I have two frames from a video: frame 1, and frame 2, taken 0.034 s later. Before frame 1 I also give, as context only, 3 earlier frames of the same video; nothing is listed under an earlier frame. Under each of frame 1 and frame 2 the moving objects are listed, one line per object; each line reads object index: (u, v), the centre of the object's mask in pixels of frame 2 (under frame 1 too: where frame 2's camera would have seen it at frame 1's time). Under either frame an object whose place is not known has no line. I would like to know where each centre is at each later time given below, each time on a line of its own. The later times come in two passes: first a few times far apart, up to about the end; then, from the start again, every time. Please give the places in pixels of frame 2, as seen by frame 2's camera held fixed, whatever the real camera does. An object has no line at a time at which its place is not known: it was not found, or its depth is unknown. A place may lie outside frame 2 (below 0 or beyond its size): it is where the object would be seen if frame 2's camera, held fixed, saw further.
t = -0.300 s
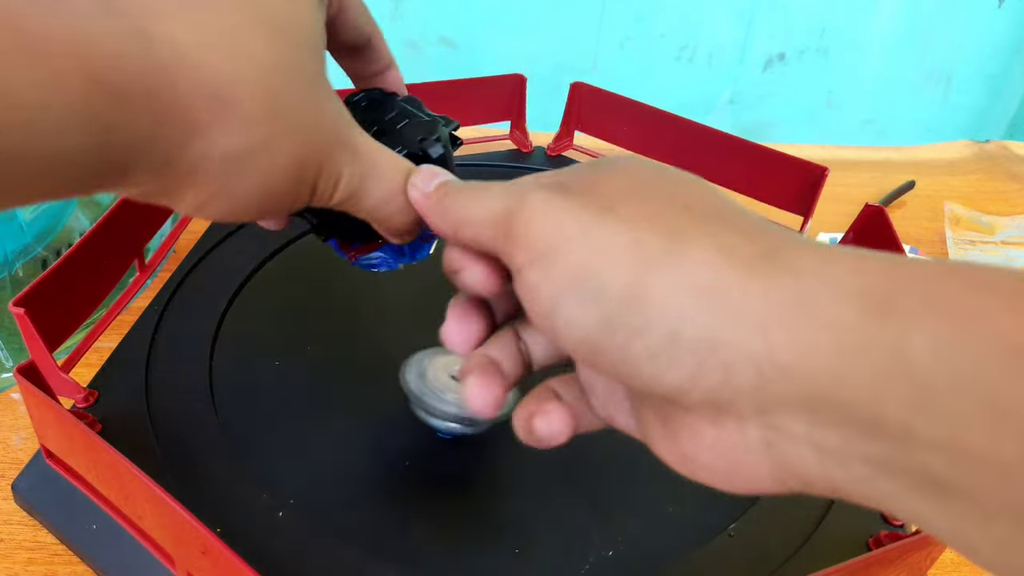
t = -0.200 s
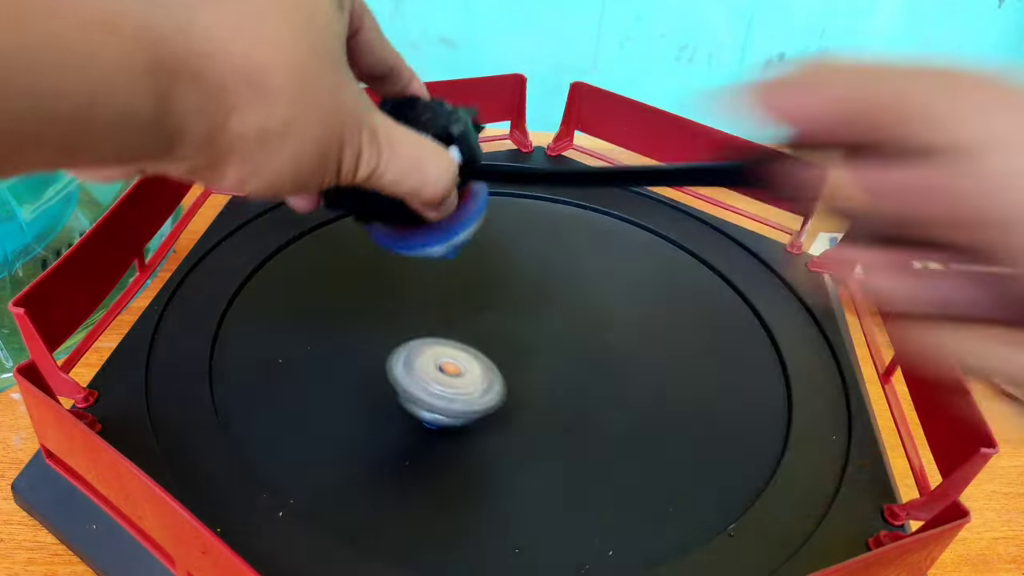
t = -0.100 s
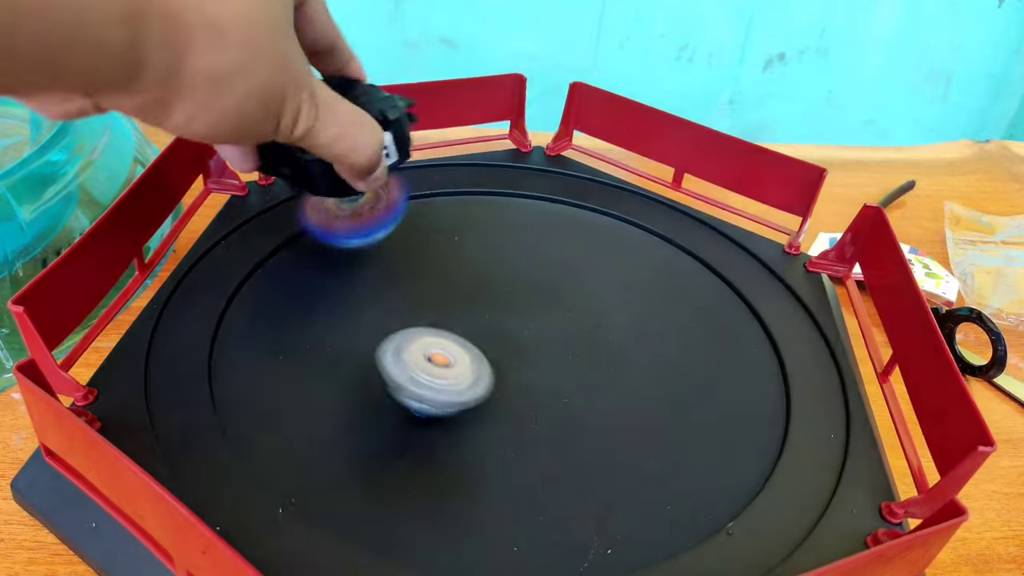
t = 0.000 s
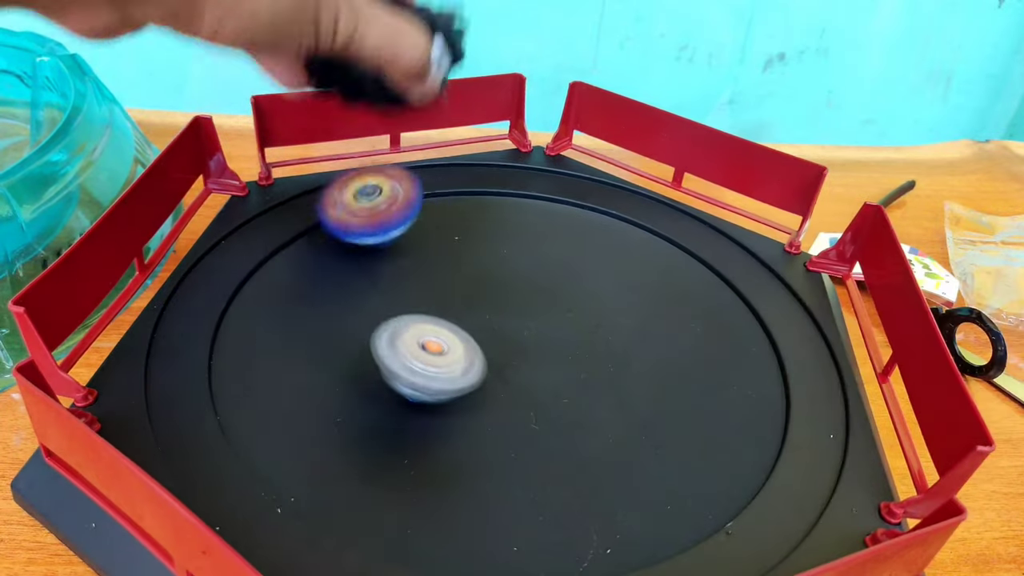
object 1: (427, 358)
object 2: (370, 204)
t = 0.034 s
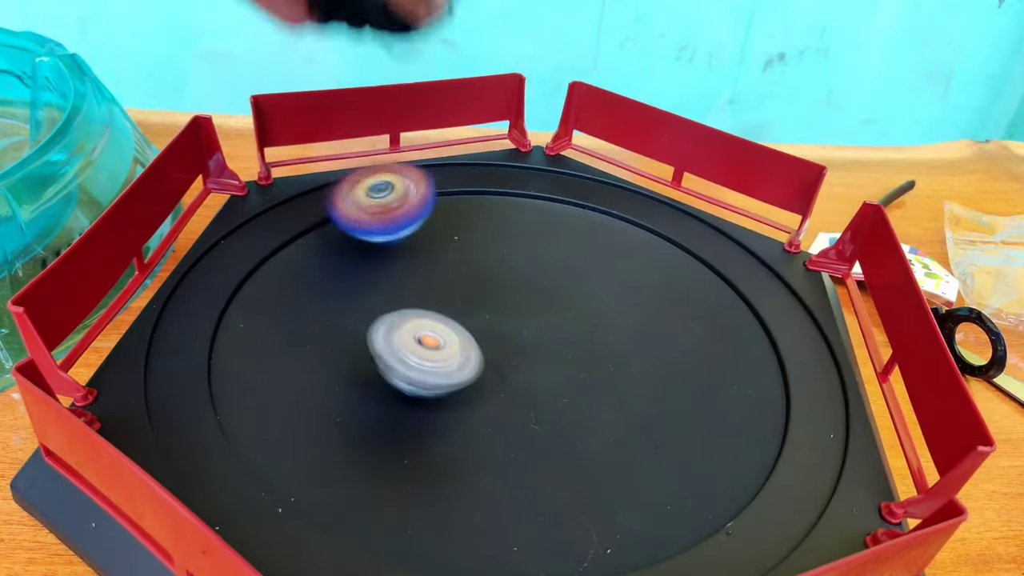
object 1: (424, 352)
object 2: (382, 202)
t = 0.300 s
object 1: (341, 320)
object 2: (649, 305)
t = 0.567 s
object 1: (398, 300)
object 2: (666, 352)
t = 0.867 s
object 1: (454, 234)
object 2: (500, 380)
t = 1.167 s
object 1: (453, 244)
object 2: (573, 443)
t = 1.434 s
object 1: (498, 275)
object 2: (575, 387)
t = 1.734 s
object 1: (587, 306)
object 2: (443, 383)
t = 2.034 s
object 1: (628, 342)
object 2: (416, 404)
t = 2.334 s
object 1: (619, 371)
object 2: (484, 381)
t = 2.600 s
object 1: (583, 389)
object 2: (396, 269)
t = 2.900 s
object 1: (530, 403)
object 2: (350, 317)
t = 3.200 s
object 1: (512, 415)
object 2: (436, 304)
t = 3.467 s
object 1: (471, 388)
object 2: (468, 273)
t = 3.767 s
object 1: (422, 365)
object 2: (525, 273)
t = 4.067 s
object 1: (431, 340)
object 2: (539, 294)
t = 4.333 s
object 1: (422, 319)
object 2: (653, 318)
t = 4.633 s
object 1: (466, 310)
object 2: (584, 327)
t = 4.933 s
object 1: (394, 269)
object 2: (677, 394)
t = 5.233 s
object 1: (440, 304)
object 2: (504, 379)
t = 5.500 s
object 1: (469, 319)
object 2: (415, 405)
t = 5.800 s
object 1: (509, 329)
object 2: (408, 403)
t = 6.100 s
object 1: (624, 329)
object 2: (308, 351)
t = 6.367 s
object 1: (690, 306)
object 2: (316, 336)
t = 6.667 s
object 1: (633, 310)
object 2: (493, 308)
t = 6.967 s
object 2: (480, 261)
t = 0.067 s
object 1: (421, 347)
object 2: (397, 216)
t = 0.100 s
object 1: (418, 340)
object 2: (414, 232)
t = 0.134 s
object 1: (415, 333)
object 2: (437, 249)
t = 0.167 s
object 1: (397, 317)
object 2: (479, 250)
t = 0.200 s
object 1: (377, 310)
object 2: (527, 263)
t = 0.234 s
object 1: (355, 324)
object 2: (571, 283)
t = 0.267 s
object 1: (346, 319)
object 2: (613, 295)
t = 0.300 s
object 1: (341, 320)
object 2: (649, 305)
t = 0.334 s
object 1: (347, 317)
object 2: (679, 313)
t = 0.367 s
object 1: (355, 313)
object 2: (702, 320)
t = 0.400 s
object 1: (364, 310)
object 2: (716, 326)
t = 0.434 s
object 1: (372, 307)
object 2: (720, 332)
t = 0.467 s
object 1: (379, 306)
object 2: (716, 339)
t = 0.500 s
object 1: (384, 306)
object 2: (704, 345)
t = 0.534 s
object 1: (390, 304)
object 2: (687, 348)
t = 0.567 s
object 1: (398, 300)
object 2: (666, 352)
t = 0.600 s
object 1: (408, 297)
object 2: (641, 352)
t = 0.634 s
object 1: (418, 293)
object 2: (615, 351)
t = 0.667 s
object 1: (427, 288)
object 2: (588, 346)
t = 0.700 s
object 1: (434, 284)
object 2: (561, 343)
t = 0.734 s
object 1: (443, 280)
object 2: (538, 334)
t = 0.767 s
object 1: (451, 273)
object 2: (518, 337)
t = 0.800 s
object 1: (452, 256)
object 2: (510, 348)
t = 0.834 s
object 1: (453, 242)
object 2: (504, 363)
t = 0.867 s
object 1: (454, 234)
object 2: (500, 380)
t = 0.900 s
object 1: (453, 229)
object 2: (502, 391)
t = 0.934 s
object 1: (453, 227)
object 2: (504, 409)
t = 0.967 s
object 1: (452, 228)
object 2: (509, 421)
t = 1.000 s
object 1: (450, 229)
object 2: (517, 427)
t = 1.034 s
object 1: (450, 231)
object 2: (525, 436)
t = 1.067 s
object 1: (450, 233)
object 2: (537, 439)
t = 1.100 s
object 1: (450, 237)
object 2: (548, 443)
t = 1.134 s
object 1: (452, 240)
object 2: (560, 444)
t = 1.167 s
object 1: (453, 244)
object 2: (573, 443)
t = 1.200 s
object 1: (456, 249)
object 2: (583, 439)
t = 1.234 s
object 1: (460, 253)
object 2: (593, 431)
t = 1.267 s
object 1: (464, 258)
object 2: (598, 424)
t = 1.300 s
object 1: (469, 262)
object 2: (600, 415)
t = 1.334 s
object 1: (475, 265)
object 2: (599, 407)
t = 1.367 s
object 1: (481, 269)
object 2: (594, 399)
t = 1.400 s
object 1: (490, 272)
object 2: (586, 393)
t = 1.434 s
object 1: (498, 275)
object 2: (575, 387)
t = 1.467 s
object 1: (508, 278)
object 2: (561, 382)
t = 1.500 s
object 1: (520, 282)
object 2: (546, 378)
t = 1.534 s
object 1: (531, 285)
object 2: (530, 376)
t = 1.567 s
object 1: (541, 287)
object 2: (515, 376)
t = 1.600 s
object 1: (551, 290)
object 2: (499, 376)
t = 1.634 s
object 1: (559, 294)
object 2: (483, 376)
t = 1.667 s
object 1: (569, 298)
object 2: (467, 378)
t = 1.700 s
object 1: (578, 302)
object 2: (455, 379)
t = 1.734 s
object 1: (587, 306)
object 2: (443, 383)
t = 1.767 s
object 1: (595, 310)
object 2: (434, 385)
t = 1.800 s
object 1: (602, 315)
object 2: (425, 389)
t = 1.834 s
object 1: (608, 320)
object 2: (419, 392)
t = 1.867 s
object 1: (614, 325)
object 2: (415, 394)
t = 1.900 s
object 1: (619, 330)
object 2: (413, 396)
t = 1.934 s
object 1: (623, 333)
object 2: (412, 398)
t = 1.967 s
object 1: (624, 336)
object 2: (410, 400)
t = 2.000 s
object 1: (626, 339)
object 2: (414, 403)
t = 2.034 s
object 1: (628, 342)
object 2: (416, 404)
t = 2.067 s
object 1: (629, 345)
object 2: (422, 408)
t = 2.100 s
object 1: (629, 350)
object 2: (430, 410)
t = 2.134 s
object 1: (629, 354)
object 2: (439, 413)
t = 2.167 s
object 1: (629, 358)
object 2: (452, 414)
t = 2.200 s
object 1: (628, 362)
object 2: (467, 415)
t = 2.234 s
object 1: (627, 365)
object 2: (475, 411)
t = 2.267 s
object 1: (626, 367)
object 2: (481, 405)
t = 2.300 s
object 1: (623, 369)
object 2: (486, 395)
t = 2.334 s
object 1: (619, 371)
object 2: (484, 381)
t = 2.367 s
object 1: (614, 373)
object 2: (479, 367)
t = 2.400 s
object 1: (610, 375)
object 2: (473, 352)
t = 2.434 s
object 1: (606, 377)
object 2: (465, 337)
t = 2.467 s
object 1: (601, 379)
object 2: (454, 322)
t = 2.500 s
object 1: (596, 382)
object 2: (442, 306)
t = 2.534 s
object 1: (592, 384)
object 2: (427, 292)
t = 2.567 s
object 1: (587, 386)
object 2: (411, 279)
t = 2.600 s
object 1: (583, 389)
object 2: (396, 269)
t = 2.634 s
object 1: (578, 391)
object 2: (382, 261)
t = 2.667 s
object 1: (573, 392)
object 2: (369, 256)
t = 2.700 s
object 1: (568, 394)
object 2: (358, 256)
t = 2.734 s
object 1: (561, 396)
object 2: (349, 260)
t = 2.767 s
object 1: (555, 398)
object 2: (341, 267)
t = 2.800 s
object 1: (549, 400)
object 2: (337, 276)
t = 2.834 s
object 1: (543, 401)
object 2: (335, 290)
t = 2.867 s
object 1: (537, 403)
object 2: (341, 304)
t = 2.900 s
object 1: (530, 403)
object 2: (350, 317)
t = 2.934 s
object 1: (523, 404)
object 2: (365, 329)
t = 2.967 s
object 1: (515, 404)
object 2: (382, 340)
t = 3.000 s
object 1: (510, 405)
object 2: (400, 348)
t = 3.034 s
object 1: (518, 411)
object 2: (405, 344)
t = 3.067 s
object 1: (523, 417)
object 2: (410, 337)
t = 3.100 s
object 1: (523, 419)
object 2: (416, 328)
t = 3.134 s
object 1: (521, 419)
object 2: (422, 320)
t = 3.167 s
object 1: (517, 418)
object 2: (429, 312)
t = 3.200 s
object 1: (512, 415)
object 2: (436, 304)
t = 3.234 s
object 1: (507, 412)
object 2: (443, 296)
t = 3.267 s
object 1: (502, 409)
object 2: (449, 289)
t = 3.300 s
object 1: (497, 406)
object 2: (453, 283)
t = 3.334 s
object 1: (491, 402)
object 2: (457, 277)
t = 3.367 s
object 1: (486, 399)
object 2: (461, 274)
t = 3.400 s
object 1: (481, 395)
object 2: (463, 272)
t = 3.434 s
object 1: (476, 392)
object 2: (465, 272)
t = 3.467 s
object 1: (471, 388)
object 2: (468, 273)
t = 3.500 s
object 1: (466, 384)
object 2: (470, 277)
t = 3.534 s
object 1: (461, 380)
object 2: (472, 280)
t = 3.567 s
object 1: (456, 376)
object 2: (474, 284)
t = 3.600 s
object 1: (451, 372)
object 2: (476, 288)
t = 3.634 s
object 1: (445, 371)
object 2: (481, 289)
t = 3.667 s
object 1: (438, 372)
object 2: (492, 284)
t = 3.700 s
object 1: (432, 370)
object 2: (504, 280)
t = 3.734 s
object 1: (427, 367)
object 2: (516, 276)
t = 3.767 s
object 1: (422, 365)
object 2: (525, 273)
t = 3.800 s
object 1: (420, 363)
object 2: (532, 272)
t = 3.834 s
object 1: (420, 360)
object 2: (537, 272)
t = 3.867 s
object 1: (420, 358)
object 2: (541, 274)
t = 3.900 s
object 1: (421, 355)
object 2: (543, 276)
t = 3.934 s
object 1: (423, 352)
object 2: (544, 279)
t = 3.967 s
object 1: (425, 349)
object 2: (544, 282)
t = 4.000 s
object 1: (428, 346)
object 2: (543, 286)
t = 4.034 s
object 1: (429, 343)
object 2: (541, 290)
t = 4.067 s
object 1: (431, 340)
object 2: (539, 294)
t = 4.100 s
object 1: (433, 337)
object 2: (538, 300)
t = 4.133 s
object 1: (434, 335)
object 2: (542, 306)
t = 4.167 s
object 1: (423, 331)
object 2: (561, 313)
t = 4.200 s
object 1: (417, 327)
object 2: (582, 316)
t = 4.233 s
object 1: (415, 324)
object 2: (603, 319)
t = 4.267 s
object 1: (417, 322)
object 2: (624, 321)
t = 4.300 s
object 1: (420, 320)
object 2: (640, 320)
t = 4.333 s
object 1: (422, 319)
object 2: (653, 318)
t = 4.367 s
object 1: (426, 318)
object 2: (660, 315)
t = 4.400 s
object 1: (431, 316)
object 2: (662, 313)
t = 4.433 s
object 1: (436, 315)
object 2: (658, 312)
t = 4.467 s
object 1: (440, 314)
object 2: (651, 313)
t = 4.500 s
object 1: (446, 314)
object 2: (641, 315)
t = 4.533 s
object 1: (451, 313)
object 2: (629, 317)
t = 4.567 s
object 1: (456, 312)
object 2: (615, 320)
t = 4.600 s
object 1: (461, 311)
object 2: (600, 324)
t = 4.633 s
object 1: (466, 310)
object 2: (584, 327)
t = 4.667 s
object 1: (451, 301)
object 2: (599, 339)
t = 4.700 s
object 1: (421, 284)
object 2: (633, 354)
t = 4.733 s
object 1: (400, 271)
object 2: (657, 369)
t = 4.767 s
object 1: (386, 261)
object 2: (676, 379)
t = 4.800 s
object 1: (380, 257)
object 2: (691, 386)
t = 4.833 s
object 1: (381, 258)
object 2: (695, 391)
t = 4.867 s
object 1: (384, 261)
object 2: (692, 396)
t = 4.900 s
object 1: (389, 265)
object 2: (687, 394)
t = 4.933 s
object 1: (394, 269)
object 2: (677, 394)
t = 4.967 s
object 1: (400, 273)
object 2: (664, 391)
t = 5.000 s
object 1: (405, 278)
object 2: (651, 387)
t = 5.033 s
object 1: (411, 282)
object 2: (632, 388)
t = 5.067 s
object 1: (416, 286)
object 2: (612, 384)
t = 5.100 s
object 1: (421, 290)
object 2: (592, 383)
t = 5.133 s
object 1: (426, 294)
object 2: (568, 382)
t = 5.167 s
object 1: (431, 297)
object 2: (548, 380)
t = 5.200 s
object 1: (435, 301)
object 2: (525, 381)
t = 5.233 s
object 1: (440, 304)
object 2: (504, 379)
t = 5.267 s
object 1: (444, 304)
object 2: (490, 383)
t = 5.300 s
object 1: (447, 304)
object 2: (473, 388)
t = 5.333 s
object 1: (451, 306)
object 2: (462, 393)
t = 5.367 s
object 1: (455, 308)
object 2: (448, 398)
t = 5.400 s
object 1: (458, 311)
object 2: (440, 400)
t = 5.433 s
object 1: (463, 313)
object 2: (431, 402)
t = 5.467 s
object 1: (466, 316)
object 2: (421, 403)
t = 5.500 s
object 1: (469, 319)
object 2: (415, 405)
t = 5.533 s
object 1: (472, 321)
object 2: (409, 405)
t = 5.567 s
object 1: (476, 323)
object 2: (410, 407)
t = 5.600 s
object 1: (480, 326)
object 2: (408, 406)
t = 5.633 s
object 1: (482, 328)
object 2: (413, 407)
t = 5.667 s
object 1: (485, 331)
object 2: (413, 406)
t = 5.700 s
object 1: (488, 333)
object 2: (420, 405)
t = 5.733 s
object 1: (491, 336)
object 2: (420, 401)
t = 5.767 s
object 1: (499, 333)
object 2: (418, 404)
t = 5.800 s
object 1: (509, 329)
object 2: (408, 403)
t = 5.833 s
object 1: (515, 329)
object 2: (406, 401)
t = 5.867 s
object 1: (520, 329)
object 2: (399, 396)
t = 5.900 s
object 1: (523, 331)
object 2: (402, 392)
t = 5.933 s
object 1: (523, 333)
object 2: (401, 385)
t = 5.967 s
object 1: (524, 335)
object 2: (407, 380)
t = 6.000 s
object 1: (525, 337)
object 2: (412, 372)
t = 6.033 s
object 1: (527, 338)
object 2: (415, 366)
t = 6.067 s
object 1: (577, 334)
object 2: (360, 362)
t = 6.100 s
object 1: (624, 329)
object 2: (308, 351)
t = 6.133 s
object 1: (664, 322)
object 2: (273, 341)
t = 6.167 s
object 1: (693, 316)
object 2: (252, 333)
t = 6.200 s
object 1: (713, 312)
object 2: (238, 325)
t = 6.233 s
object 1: (720, 311)
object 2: (237, 324)
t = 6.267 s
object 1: (717, 309)
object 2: (251, 328)
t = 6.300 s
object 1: (710, 308)
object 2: (271, 330)
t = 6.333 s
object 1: (701, 307)
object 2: (290, 331)
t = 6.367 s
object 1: (690, 306)
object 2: (316, 336)
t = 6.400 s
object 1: (680, 306)
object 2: (347, 339)
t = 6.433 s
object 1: (669, 306)
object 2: (375, 340)
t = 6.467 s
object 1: (659, 307)
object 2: (401, 336)
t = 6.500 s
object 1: (650, 307)
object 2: (428, 335)
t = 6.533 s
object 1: (641, 308)
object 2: (455, 331)
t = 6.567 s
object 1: (632, 309)
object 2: (475, 327)
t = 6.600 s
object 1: (625, 309)
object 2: (491, 317)
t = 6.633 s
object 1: (619, 310)
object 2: (505, 314)
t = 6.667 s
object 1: (633, 310)
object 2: (493, 308)
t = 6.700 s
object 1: (638, 311)
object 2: (484, 301)
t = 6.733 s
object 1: (636, 312)
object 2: (477, 295)
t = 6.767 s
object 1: (631, 313)
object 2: (475, 290)
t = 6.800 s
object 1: (625, 315)
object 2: (477, 285)
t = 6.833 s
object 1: (620, 316)
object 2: (481, 282)
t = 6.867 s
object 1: (615, 316)
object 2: (488, 281)
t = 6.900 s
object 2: (495, 281)
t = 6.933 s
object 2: (498, 276)
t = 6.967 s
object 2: (480, 261)
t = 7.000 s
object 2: (466, 248)
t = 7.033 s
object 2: (457, 240)
